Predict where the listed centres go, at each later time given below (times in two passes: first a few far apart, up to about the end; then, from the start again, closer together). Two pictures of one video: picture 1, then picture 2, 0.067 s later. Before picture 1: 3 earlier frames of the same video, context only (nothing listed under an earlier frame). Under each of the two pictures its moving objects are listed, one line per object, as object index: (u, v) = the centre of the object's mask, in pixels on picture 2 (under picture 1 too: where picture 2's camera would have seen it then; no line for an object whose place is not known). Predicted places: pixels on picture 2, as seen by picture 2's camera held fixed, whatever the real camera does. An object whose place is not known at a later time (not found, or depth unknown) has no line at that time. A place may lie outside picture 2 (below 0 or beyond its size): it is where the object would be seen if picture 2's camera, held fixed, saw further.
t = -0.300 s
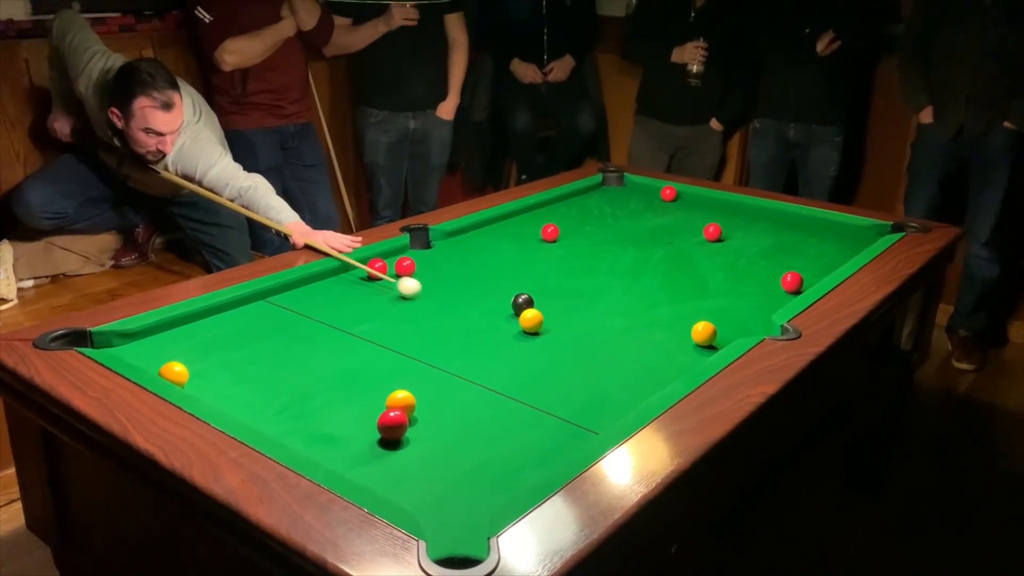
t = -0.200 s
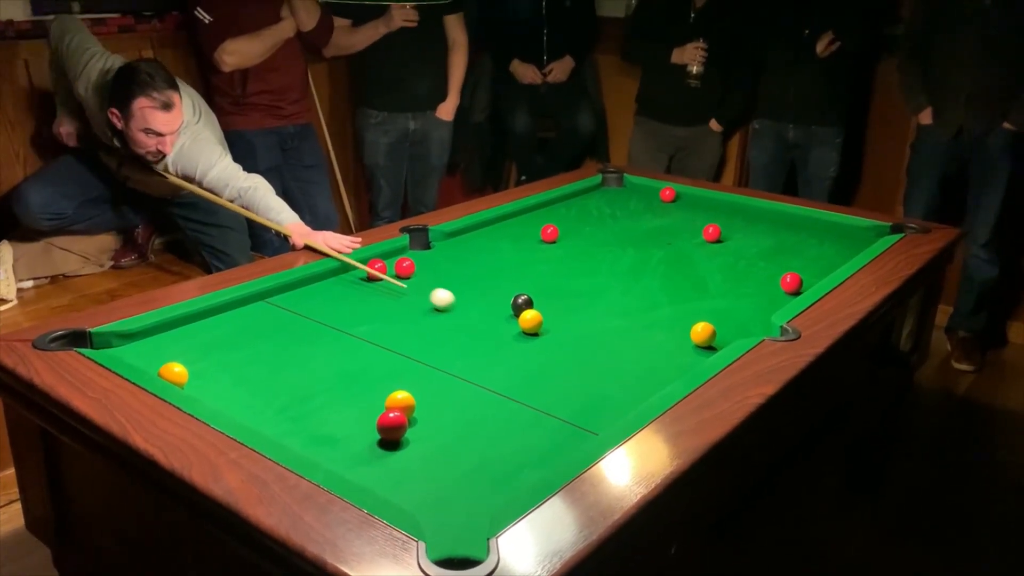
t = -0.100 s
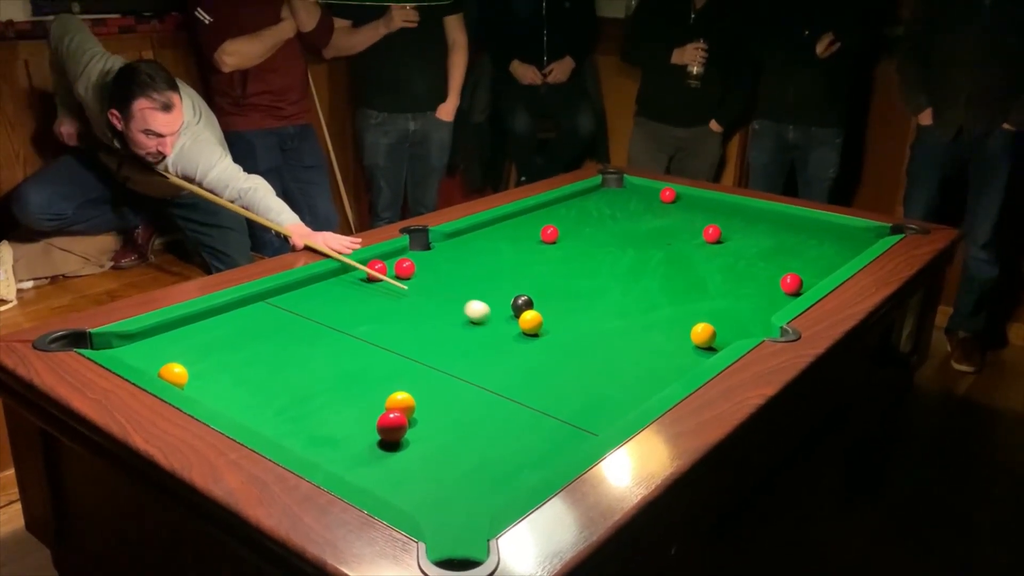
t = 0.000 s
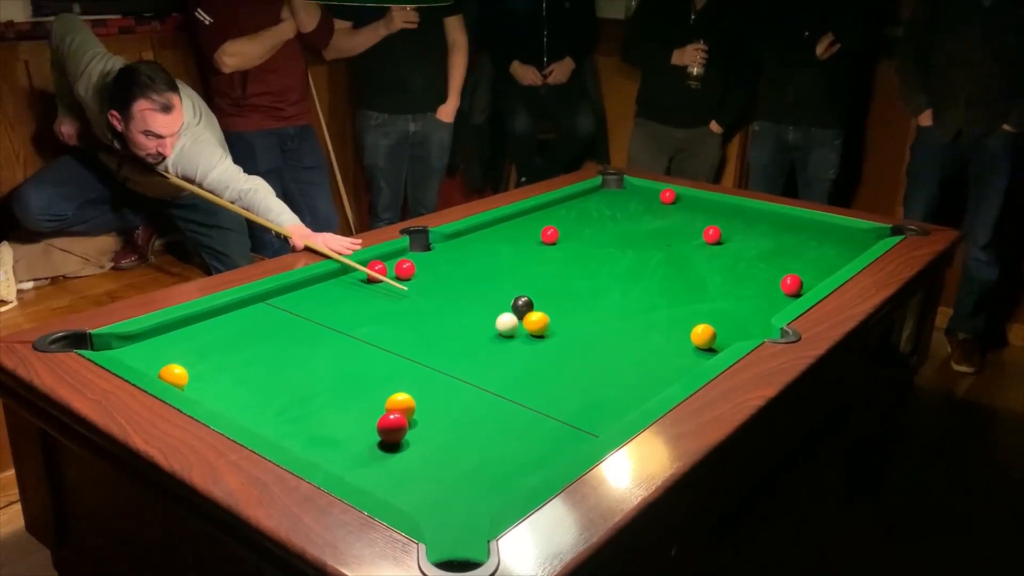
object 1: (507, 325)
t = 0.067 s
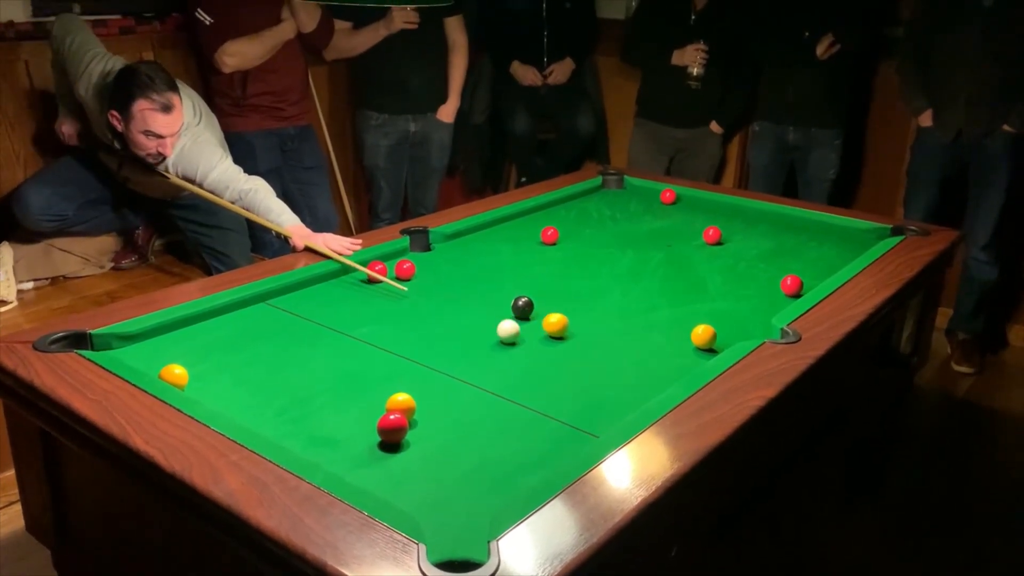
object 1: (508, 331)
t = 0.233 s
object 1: (518, 349)
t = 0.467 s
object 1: (533, 376)
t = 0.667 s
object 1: (548, 400)
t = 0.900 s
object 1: (566, 431)
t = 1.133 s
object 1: (555, 447)
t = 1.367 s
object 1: (520, 446)
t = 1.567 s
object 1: (494, 446)
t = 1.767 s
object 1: (463, 446)
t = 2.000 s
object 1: (440, 445)
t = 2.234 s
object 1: (422, 445)
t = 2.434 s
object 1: (409, 444)
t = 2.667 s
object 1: (398, 444)
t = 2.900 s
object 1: (393, 445)
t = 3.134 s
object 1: (392, 445)
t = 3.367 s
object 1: (393, 445)
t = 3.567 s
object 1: (393, 445)
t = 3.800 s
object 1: (392, 445)
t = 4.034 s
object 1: (392, 445)
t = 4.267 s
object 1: (392, 445)
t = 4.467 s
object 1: (392, 446)
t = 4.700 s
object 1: (392, 446)
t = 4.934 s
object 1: (392, 446)
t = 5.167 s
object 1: (392, 446)
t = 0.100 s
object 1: (510, 335)
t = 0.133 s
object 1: (512, 338)
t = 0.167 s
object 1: (514, 342)
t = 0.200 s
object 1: (516, 346)
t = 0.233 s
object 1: (518, 349)
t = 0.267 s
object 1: (520, 353)
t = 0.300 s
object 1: (523, 357)
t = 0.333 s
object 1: (525, 361)
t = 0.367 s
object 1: (527, 365)
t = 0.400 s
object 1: (529, 368)
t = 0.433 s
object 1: (531, 372)
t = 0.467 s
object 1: (533, 376)
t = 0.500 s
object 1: (536, 380)
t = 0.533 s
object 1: (538, 384)
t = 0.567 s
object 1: (541, 388)
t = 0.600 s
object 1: (543, 392)
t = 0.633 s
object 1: (546, 396)
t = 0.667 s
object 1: (548, 400)
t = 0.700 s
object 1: (551, 404)
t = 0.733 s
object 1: (553, 409)
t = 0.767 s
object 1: (556, 413)
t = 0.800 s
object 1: (558, 417)
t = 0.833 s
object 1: (561, 422)
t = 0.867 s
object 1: (564, 427)
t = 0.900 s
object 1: (566, 431)
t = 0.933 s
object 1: (569, 435)
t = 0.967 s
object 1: (571, 439)
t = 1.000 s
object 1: (573, 442)
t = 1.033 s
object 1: (570, 444)
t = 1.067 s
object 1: (565, 445)
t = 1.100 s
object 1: (560, 446)
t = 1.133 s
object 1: (555, 447)
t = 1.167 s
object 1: (550, 446)
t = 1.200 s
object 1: (545, 446)
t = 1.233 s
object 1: (540, 446)
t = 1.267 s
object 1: (535, 447)
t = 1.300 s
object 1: (530, 446)
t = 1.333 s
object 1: (525, 447)
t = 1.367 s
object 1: (520, 446)
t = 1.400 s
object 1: (516, 447)
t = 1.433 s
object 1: (511, 446)
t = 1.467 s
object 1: (507, 446)
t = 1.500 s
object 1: (502, 446)
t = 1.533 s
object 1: (498, 446)
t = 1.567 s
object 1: (494, 446)
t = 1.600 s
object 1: (489, 446)
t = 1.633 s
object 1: (485, 446)
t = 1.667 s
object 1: (482, 446)
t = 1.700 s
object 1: (478, 446)
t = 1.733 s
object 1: (470, 446)
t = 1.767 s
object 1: (463, 446)
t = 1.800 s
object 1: (460, 446)
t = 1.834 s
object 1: (456, 445)
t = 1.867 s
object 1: (453, 445)
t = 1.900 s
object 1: (450, 445)
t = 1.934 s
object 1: (446, 445)
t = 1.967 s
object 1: (443, 445)
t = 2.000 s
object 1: (440, 445)
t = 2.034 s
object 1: (438, 445)
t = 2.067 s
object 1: (435, 445)
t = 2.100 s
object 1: (432, 445)
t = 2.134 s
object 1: (429, 445)
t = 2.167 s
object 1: (427, 445)
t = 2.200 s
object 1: (424, 445)
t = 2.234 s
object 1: (422, 445)
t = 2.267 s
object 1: (419, 445)
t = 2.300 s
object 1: (417, 444)
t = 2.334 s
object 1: (415, 444)
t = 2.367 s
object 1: (413, 444)
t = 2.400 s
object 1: (411, 444)
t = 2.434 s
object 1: (409, 444)
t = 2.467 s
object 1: (407, 444)
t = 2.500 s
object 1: (405, 444)
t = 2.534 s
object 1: (403, 444)
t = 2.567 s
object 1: (402, 444)
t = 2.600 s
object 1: (400, 444)
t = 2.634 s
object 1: (399, 444)
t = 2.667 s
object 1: (398, 444)
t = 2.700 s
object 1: (397, 444)
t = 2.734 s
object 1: (396, 444)
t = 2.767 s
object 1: (395, 444)
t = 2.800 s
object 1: (394, 444)
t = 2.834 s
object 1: (394, 445)
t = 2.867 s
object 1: (393, 444)
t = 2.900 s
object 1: (393, 445)
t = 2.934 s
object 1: (392, 445)
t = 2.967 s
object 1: (392, 445)
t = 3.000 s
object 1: (392, 445)
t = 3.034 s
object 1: (392, 445)
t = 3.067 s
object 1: (392, 445)
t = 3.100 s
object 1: (392, 445)
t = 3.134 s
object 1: (392, 445)
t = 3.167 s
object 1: (392, 445)
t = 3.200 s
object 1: (392, 445)
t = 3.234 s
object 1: (393, 445)
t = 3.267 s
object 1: (393, 445)
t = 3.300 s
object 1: (393, 445)
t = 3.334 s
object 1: (393, 445)
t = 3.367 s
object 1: (393, 445)
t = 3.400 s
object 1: (392, 445)
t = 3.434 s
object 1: (393, 445)
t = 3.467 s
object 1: (392, 445)
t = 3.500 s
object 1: (392, 445)
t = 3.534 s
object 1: (392, 445)
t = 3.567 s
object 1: (393, 445)
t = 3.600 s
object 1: (392, 445)
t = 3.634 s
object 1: (392, 445)
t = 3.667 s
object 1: (392, 445)
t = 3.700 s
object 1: (392, 445)
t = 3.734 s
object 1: (393, 445)
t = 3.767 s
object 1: (392, 445)
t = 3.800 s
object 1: (392, 445)
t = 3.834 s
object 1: (392, 445)
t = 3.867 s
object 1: (392, 445)
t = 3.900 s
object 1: (392, 445)
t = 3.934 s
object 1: (392, 445)
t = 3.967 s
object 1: (392, 445)
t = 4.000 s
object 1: (392, 445)
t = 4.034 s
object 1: (392, 445)
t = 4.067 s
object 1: (393, 445)
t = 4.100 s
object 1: (392, 445)
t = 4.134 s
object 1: (392, 445)
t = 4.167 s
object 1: (393, 445)
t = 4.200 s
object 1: (393, 445)
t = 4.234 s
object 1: (393, 446)
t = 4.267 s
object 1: (392, 445)
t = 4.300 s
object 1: (392, 445)
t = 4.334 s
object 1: (392, 446)
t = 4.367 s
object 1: (392, 446)
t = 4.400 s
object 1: (392, 446)
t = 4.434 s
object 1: (392, 446)
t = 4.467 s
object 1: (392, 446)
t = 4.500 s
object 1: (392, 446)
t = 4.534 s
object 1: (392, 446)
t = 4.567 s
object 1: (392, 446)
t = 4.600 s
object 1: (392, 446)
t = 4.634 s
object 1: (392, 446)
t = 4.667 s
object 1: (392, 446)
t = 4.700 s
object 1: (392, 446)
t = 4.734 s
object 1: (392, 446)
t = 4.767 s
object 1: (392, 446)
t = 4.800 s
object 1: (392, 446)
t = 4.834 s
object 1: (392, 446)
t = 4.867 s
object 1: (392, 446)
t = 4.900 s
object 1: (392, 446)
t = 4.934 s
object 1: (392, 446)
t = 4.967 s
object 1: (392, 446)
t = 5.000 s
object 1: (392, 446)
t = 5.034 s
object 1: (392, 446)
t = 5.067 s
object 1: (393, 446)
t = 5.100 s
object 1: (392, 446)
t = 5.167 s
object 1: (392, 446)
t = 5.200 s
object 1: (392, 446)
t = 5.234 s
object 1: (392, 446)
